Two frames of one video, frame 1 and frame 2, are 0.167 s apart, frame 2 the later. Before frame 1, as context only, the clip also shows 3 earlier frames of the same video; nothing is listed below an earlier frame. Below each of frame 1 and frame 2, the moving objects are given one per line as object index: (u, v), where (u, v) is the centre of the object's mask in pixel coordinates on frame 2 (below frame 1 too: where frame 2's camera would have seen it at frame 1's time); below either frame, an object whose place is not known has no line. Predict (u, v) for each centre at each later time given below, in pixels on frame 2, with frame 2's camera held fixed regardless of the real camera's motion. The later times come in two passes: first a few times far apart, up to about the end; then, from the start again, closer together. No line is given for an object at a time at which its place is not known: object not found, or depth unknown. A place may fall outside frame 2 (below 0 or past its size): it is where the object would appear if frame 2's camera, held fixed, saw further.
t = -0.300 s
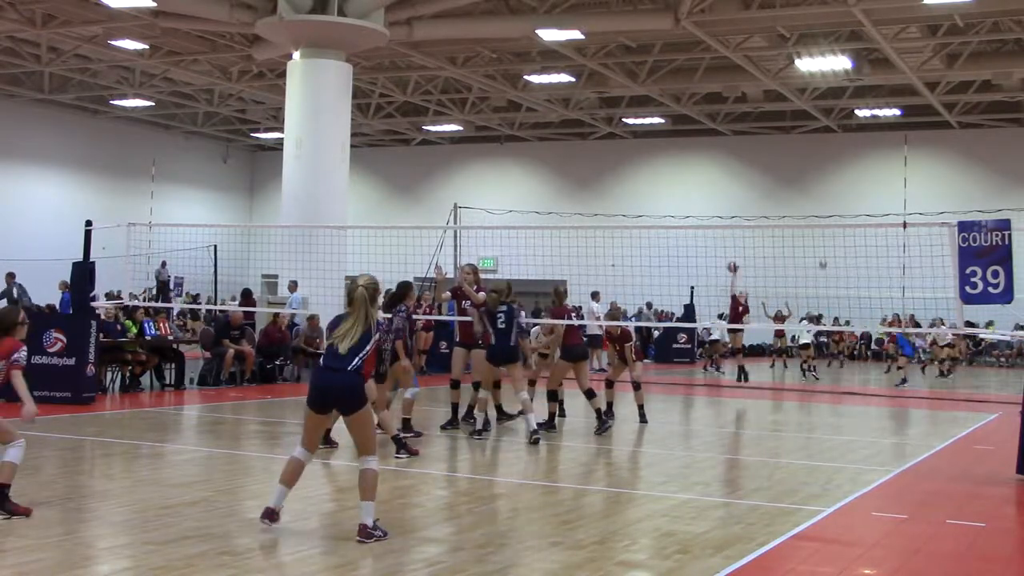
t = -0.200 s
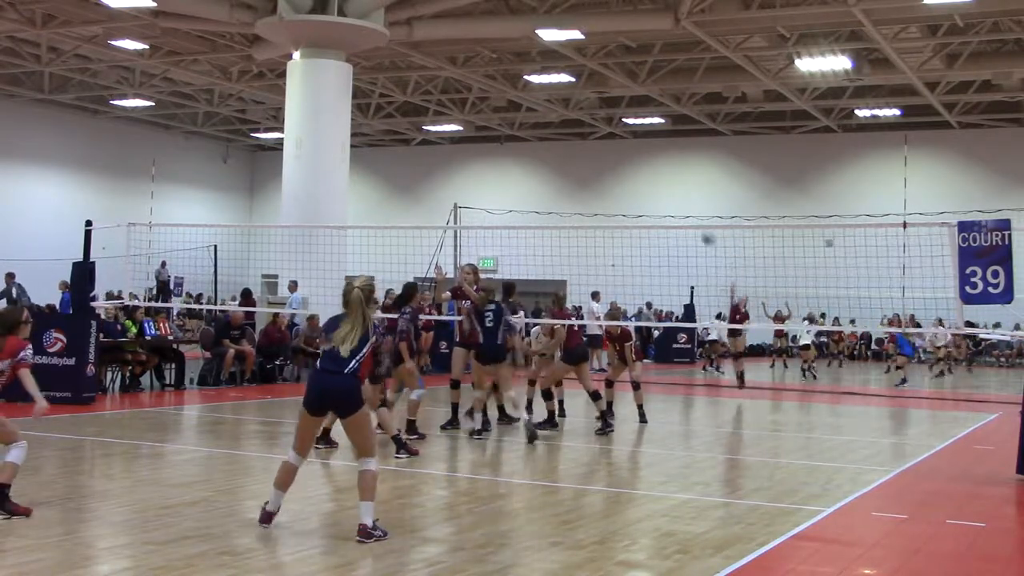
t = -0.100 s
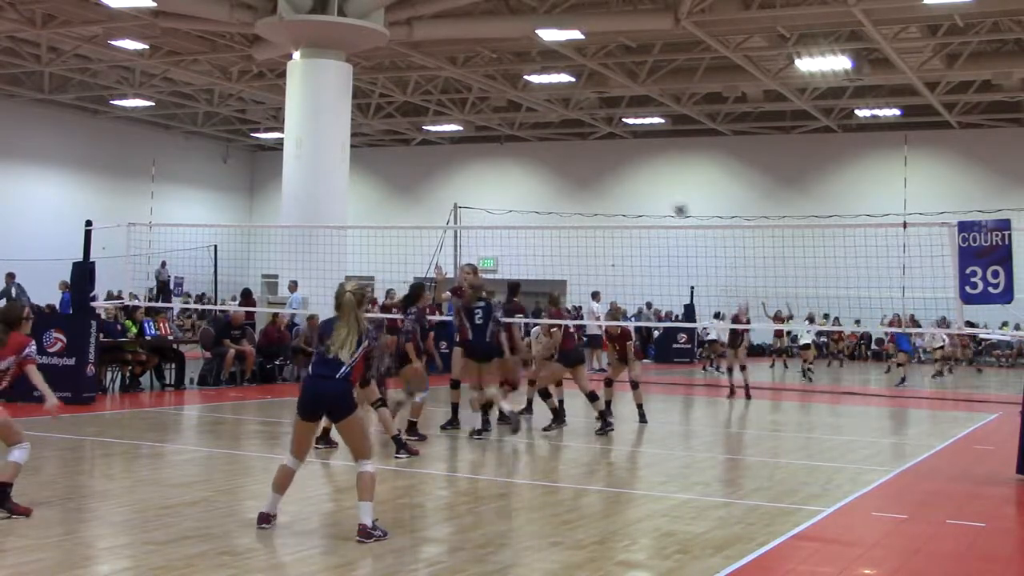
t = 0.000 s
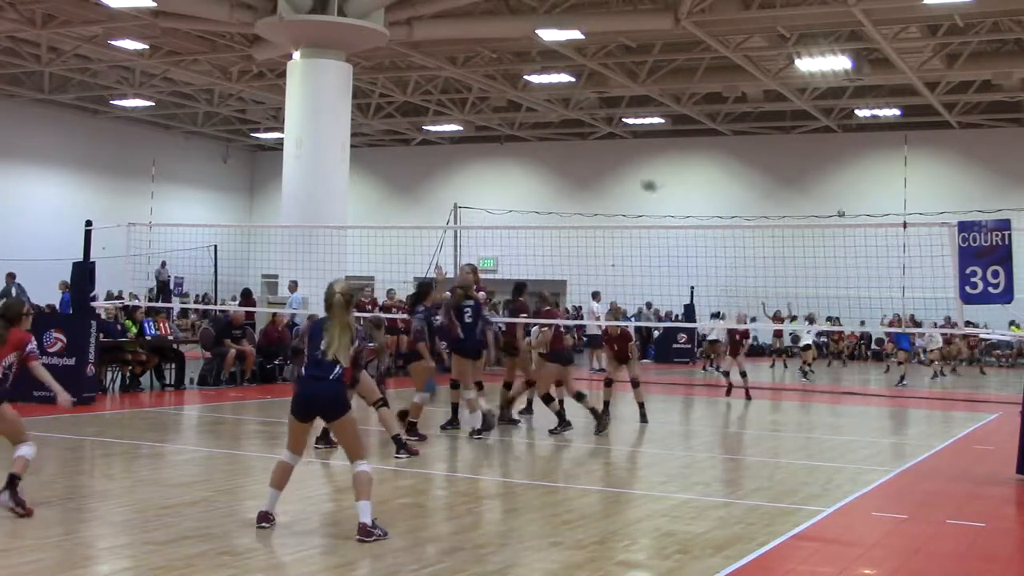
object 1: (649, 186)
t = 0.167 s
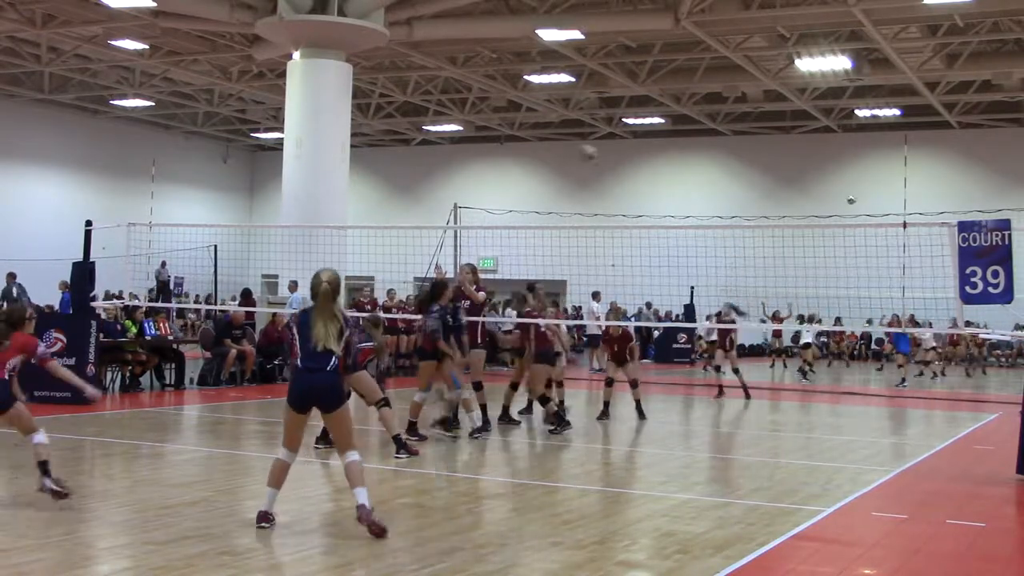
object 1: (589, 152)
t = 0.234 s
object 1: (560, 144)
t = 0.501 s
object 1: (423, 145)
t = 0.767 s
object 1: (232, 241)
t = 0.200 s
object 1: (574, 147)
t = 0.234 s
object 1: (560, 144)
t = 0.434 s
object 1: (463, 140)
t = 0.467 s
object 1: (444, 140)
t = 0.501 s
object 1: (423, 145)
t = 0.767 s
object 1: (232, 241)
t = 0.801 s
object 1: (202, 261)
